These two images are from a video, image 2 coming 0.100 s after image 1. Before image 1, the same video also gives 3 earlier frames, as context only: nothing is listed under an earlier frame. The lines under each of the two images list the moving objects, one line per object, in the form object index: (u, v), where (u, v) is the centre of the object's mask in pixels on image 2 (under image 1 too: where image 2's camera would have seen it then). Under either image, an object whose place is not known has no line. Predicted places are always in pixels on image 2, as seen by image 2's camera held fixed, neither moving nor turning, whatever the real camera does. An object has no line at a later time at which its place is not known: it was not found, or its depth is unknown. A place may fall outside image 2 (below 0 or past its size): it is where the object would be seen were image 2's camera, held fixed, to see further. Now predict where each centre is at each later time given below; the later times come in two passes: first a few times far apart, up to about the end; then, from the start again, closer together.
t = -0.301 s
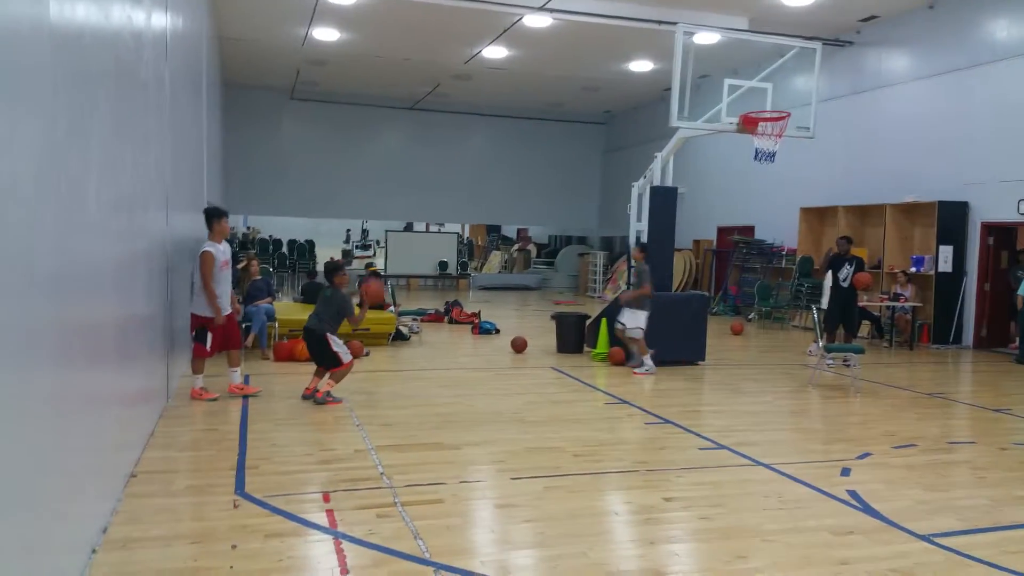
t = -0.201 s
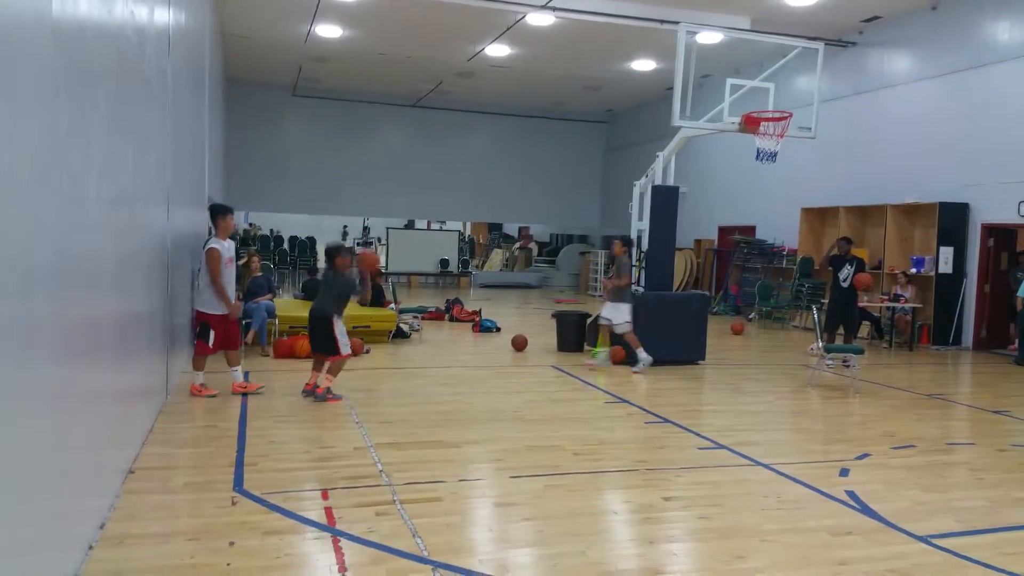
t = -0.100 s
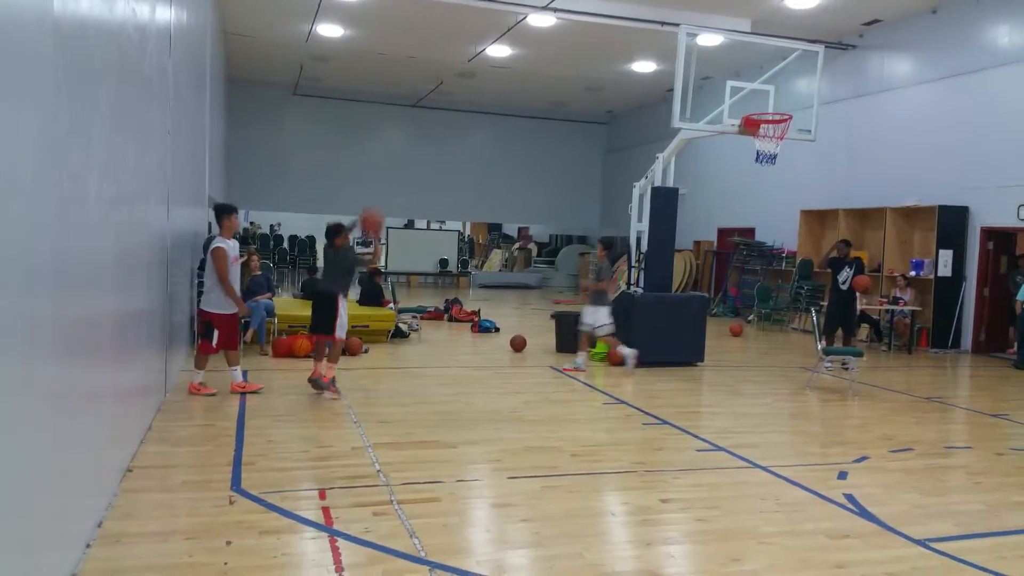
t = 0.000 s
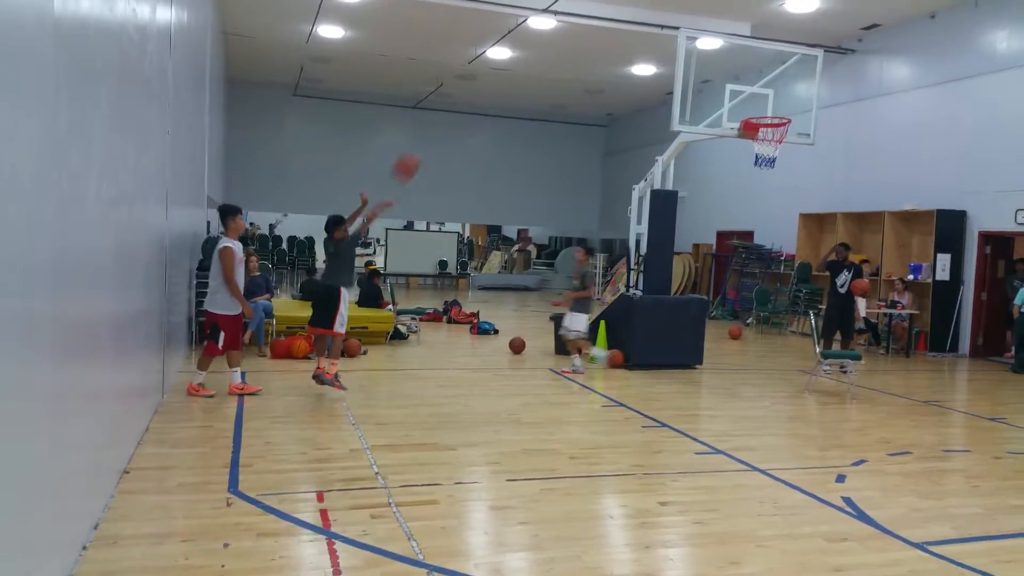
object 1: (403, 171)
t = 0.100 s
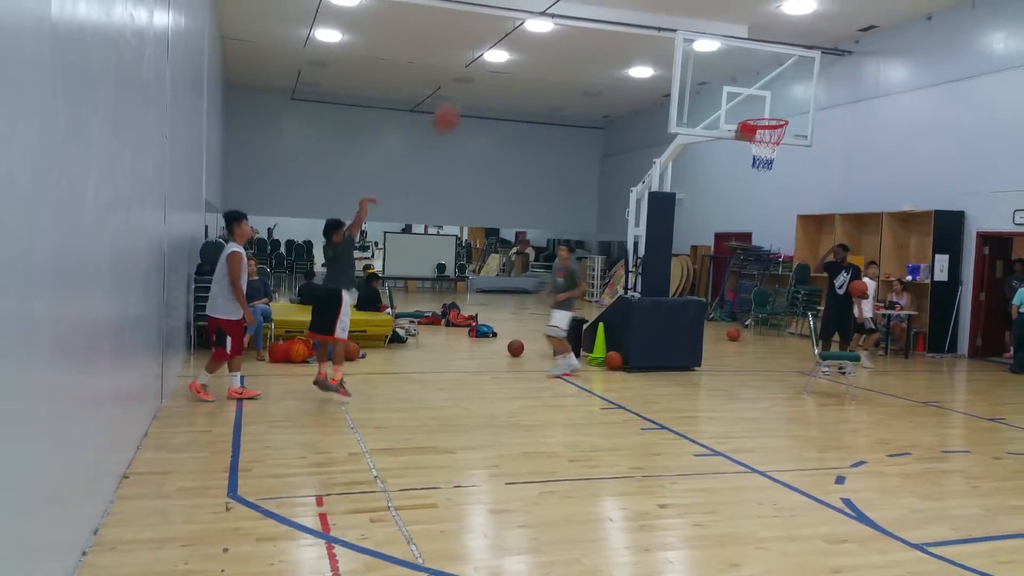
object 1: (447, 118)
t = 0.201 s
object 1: (486, 80)
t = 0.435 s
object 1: (576, 25)
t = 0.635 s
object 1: (646, 23)
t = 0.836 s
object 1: (712, 61)
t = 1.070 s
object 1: (773, 140)
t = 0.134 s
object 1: (460, 103)
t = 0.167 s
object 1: (473, 92)
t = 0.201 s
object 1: (486, 80)
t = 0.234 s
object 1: (499, 70)
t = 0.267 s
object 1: (514, 58)
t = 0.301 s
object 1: (526, 49)
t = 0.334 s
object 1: (537, 42)
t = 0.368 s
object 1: (552, 36)
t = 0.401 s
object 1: (564, 29)
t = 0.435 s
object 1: (576, 25)
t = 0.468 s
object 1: (588, 22)
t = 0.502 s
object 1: (600, 20)
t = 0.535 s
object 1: (612, 20)
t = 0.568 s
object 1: (624, 20)
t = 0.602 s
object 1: (635, 21)
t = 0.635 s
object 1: (646, 23)
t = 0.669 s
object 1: (657, 26)
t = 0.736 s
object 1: (679, 36)
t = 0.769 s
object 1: (689, 43)
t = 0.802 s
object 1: (700, 53)
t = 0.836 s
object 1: (712, 61)
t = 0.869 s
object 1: (721, 69)
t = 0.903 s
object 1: (731, 80)
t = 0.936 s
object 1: (740, 91)
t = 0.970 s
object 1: (750, 105)
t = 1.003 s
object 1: (760, 115)
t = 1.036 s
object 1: (768, 132)
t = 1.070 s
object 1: (773, 140)
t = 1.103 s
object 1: (773, 155)
